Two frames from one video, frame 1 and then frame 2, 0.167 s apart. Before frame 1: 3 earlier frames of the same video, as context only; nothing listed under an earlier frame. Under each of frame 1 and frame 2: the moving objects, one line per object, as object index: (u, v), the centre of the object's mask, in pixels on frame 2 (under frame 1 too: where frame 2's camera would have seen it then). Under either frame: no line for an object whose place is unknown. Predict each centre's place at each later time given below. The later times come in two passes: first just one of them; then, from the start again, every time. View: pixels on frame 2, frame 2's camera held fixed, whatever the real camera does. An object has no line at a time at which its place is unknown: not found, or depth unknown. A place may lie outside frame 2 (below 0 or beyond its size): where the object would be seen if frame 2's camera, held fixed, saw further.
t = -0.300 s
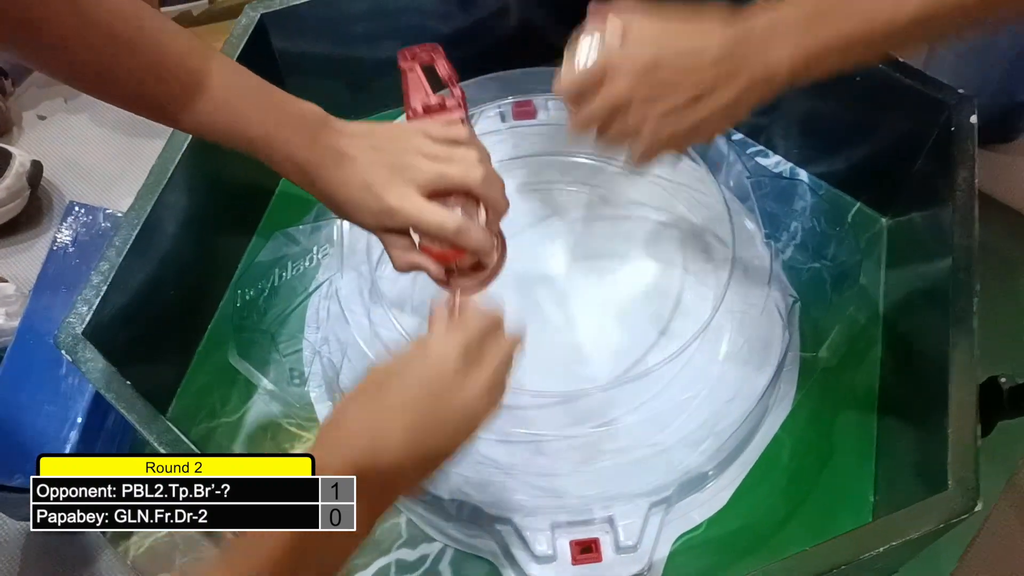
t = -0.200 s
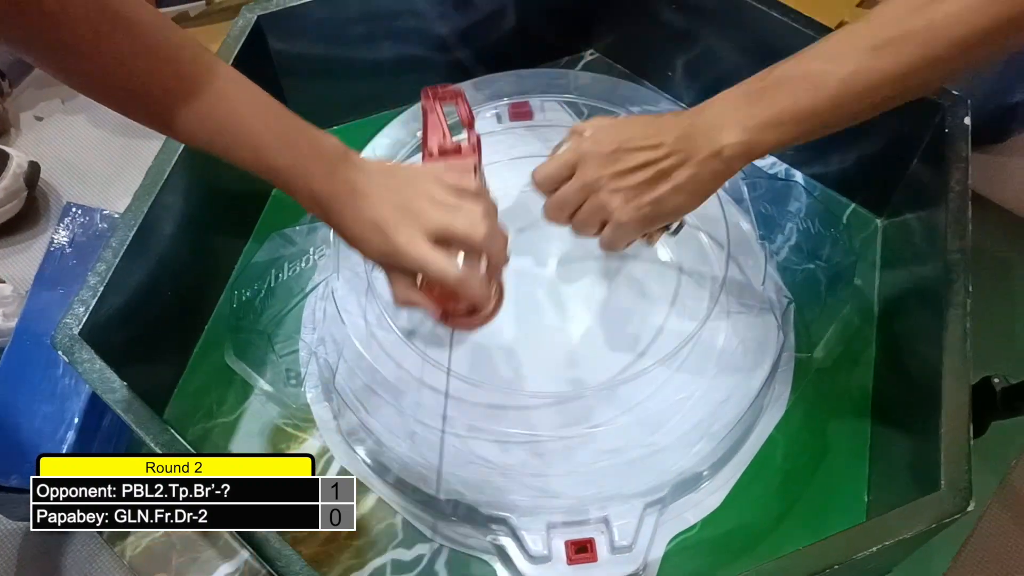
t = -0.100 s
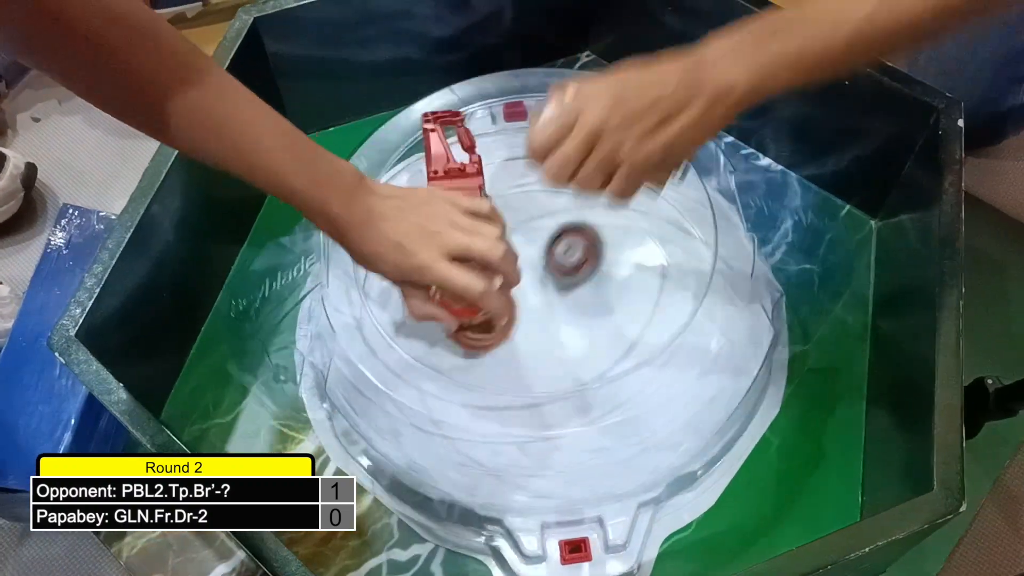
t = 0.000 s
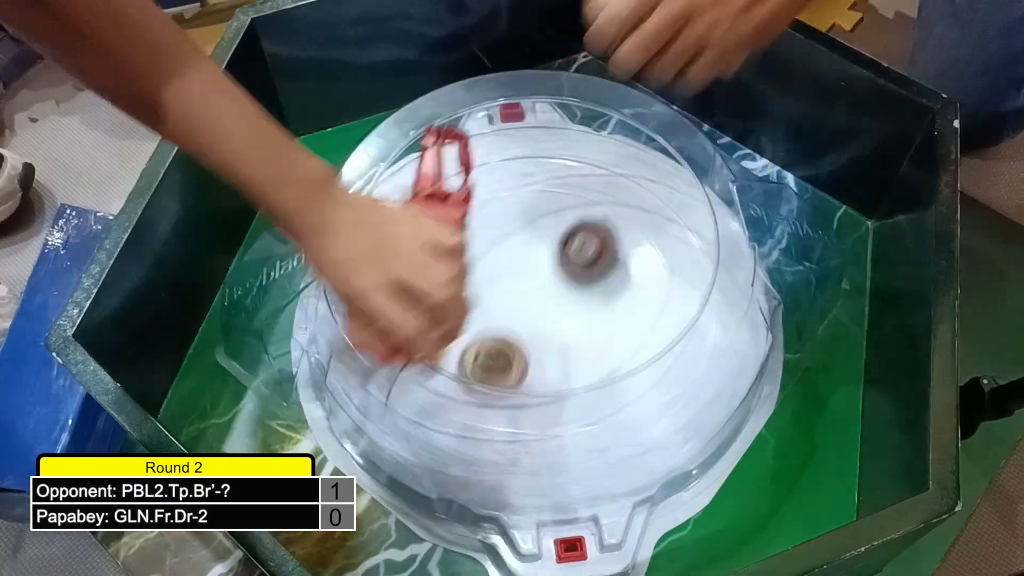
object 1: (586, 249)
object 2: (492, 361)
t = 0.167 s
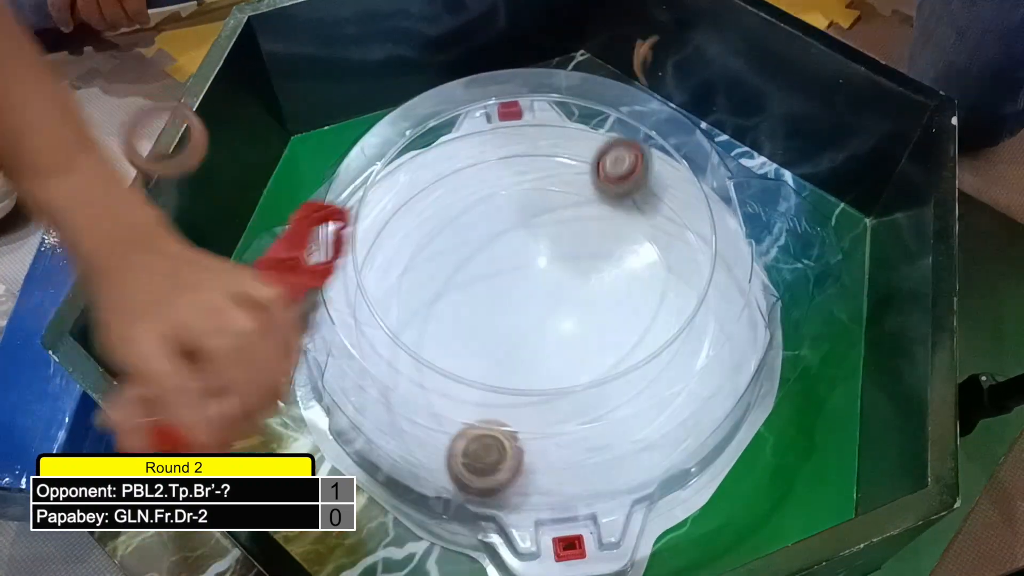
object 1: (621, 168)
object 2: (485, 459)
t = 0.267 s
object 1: (619, 147)
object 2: (510, 470)
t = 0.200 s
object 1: (620, 159)
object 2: (491, 468)
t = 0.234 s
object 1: (620, 152)
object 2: (499, 472)
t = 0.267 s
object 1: (619, 147)
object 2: (510, 470)
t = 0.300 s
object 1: (614, 146)
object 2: (520, 470)
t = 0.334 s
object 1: (610, 147)
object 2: (532, 472)
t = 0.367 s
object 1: (605, 149)
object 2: (543, 474)
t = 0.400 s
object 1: (602, 150)
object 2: (553, 471)
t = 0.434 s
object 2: (563, 470)
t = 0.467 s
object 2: (573, 468)
